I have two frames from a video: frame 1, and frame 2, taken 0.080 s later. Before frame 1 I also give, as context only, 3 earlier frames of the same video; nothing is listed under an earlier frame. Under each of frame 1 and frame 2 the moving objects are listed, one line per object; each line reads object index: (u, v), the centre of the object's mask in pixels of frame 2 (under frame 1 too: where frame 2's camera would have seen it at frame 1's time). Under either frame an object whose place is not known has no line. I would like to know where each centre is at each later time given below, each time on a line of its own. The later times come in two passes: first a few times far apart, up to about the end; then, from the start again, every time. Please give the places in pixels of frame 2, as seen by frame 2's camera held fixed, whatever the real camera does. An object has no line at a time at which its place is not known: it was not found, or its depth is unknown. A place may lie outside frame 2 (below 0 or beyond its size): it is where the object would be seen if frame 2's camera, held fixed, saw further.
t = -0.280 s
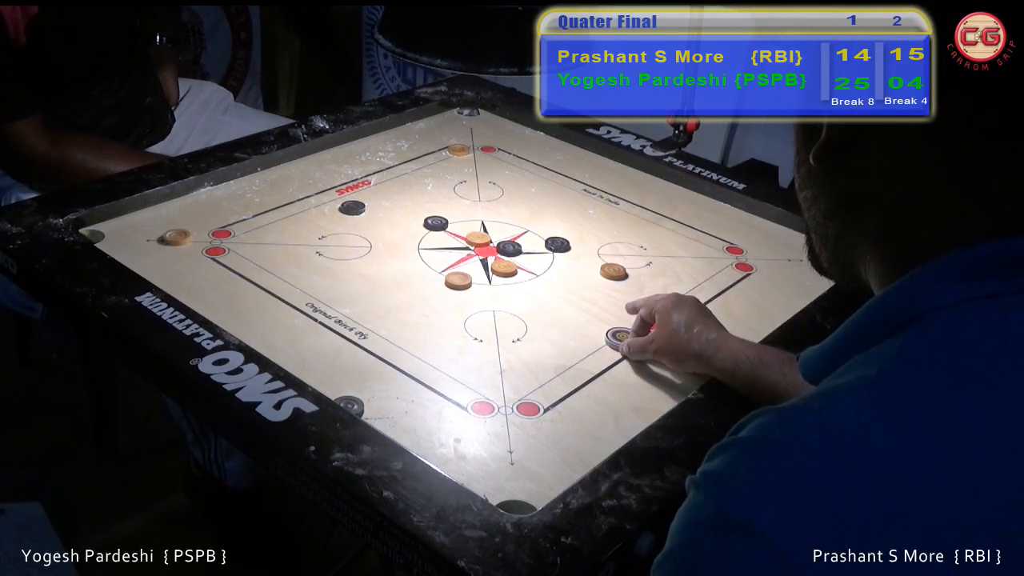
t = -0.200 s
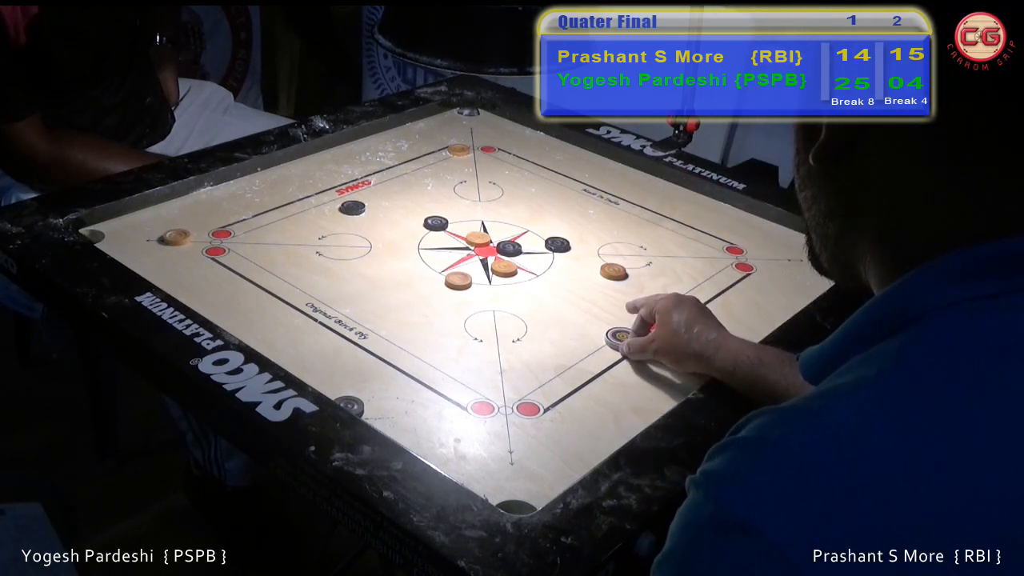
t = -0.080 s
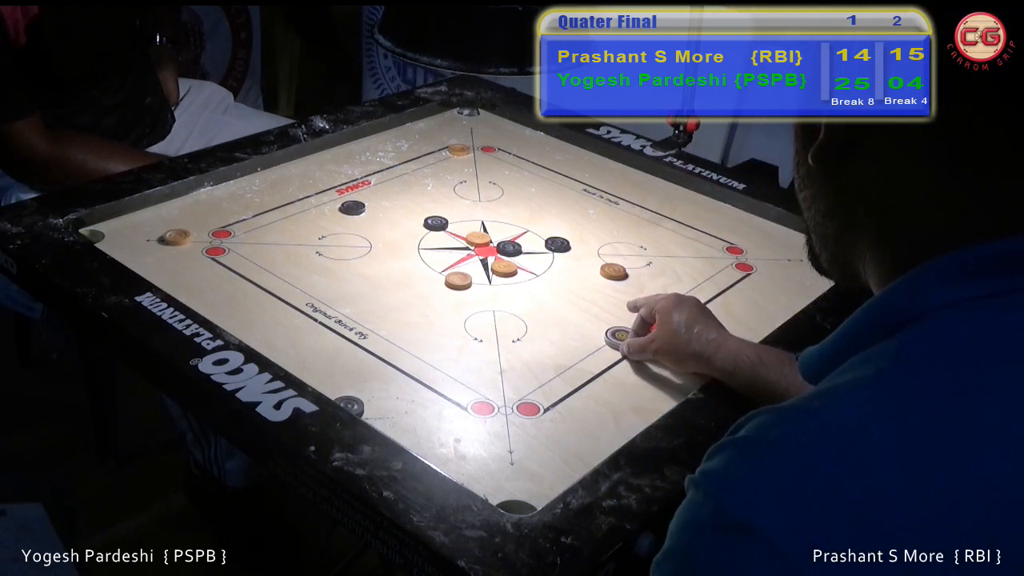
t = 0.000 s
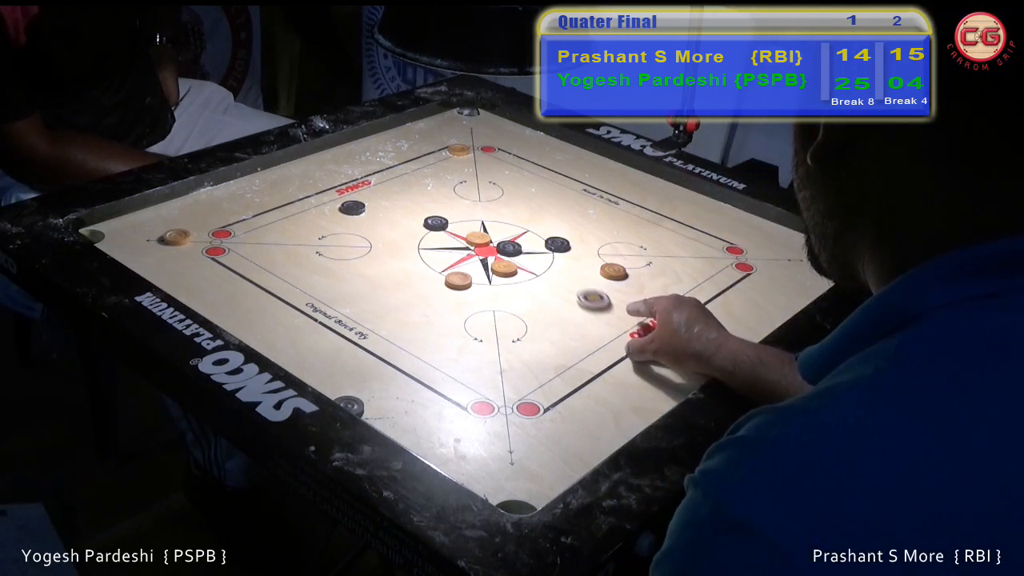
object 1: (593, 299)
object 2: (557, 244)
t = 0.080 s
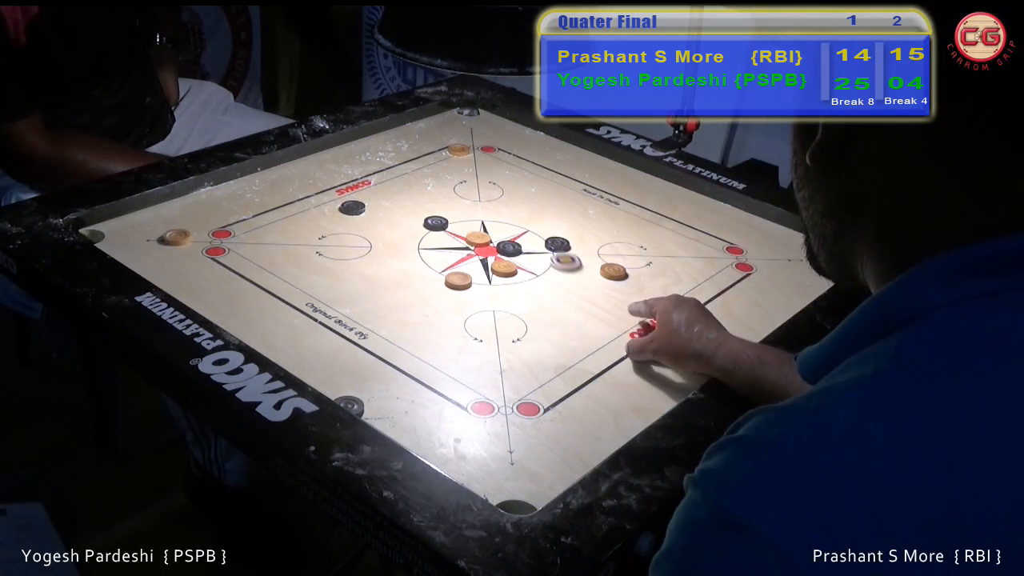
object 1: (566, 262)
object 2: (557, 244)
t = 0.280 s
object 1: (535, 224)
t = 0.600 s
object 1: (521, 206)
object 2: (468, 111)
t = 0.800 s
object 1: (521, 206)
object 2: (468, 111)
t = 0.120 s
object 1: (557, 251)
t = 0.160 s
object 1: (550, 243)
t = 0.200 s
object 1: (544, 236)
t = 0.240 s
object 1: (539, 230)
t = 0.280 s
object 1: (535, 224)
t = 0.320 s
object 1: (531, 220)
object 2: (505, 156)
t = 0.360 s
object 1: (528, 216)
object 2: (500, 146)
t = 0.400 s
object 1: (525, 212)
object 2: (494, 137)
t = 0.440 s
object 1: (523, 210)
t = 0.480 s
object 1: (522, 208)
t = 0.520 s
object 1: (521, 207)
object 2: (482, 115)
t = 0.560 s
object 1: (521, 206)
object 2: (476, 111)
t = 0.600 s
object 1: (521, 206)
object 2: (468, 111)
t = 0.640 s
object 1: (521, 206)
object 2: (468, 111)
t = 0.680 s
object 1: (521, 206)
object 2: (468, 110)
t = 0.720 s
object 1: (521, 206)
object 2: (468, 111)
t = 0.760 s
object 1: (521, 206)
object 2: (468, 111)
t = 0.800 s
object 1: (521, 206)
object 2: (468, 111)
